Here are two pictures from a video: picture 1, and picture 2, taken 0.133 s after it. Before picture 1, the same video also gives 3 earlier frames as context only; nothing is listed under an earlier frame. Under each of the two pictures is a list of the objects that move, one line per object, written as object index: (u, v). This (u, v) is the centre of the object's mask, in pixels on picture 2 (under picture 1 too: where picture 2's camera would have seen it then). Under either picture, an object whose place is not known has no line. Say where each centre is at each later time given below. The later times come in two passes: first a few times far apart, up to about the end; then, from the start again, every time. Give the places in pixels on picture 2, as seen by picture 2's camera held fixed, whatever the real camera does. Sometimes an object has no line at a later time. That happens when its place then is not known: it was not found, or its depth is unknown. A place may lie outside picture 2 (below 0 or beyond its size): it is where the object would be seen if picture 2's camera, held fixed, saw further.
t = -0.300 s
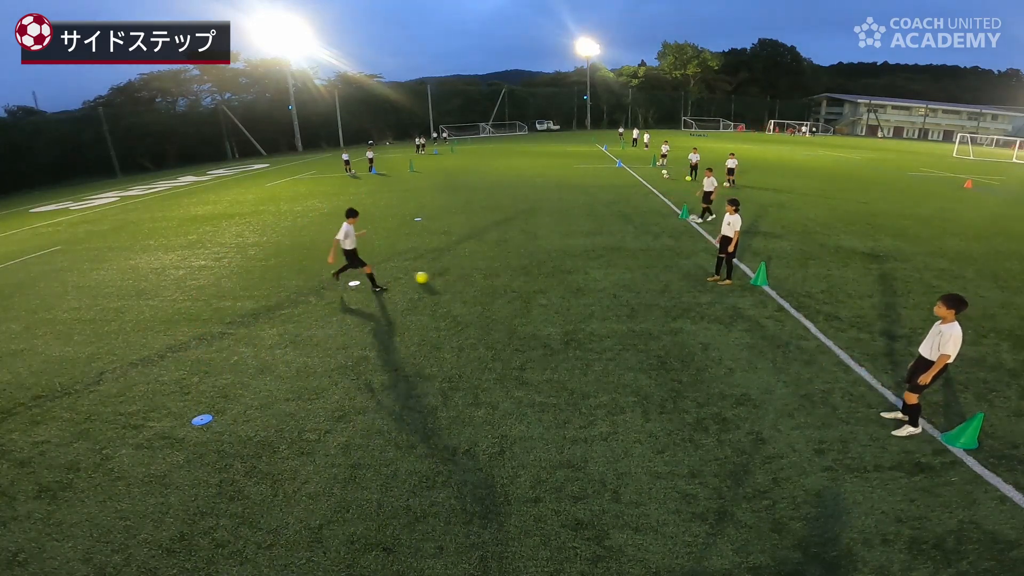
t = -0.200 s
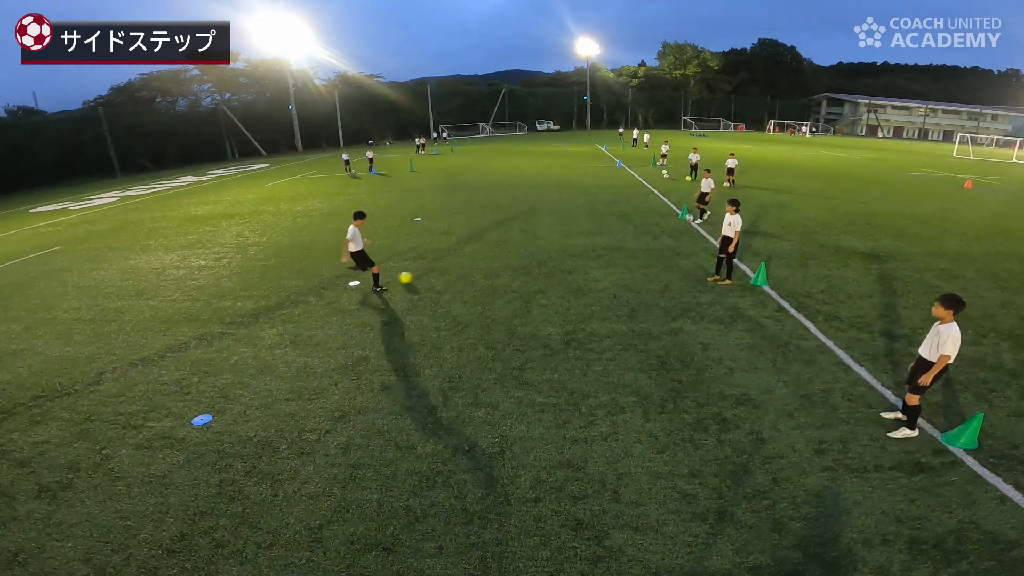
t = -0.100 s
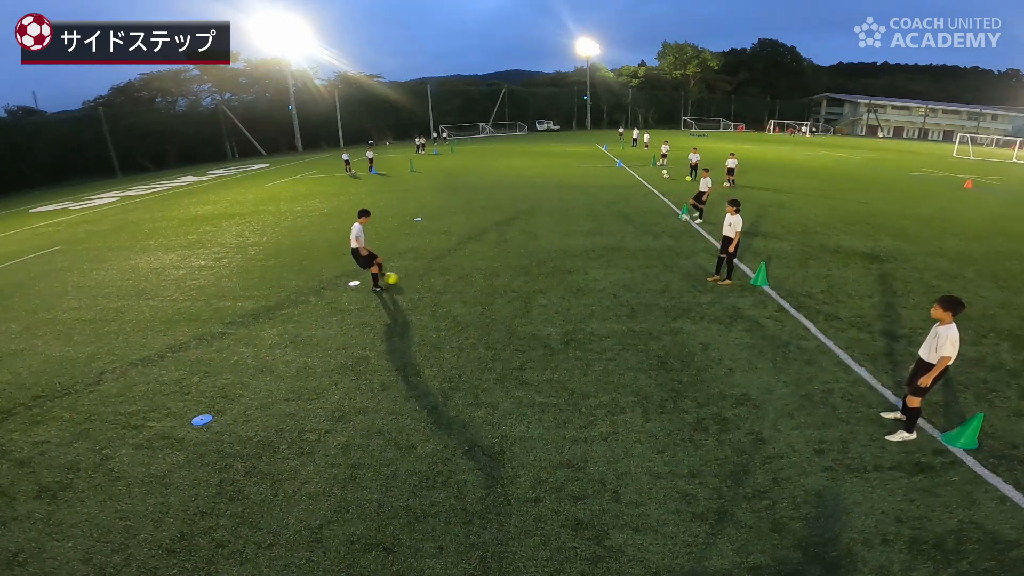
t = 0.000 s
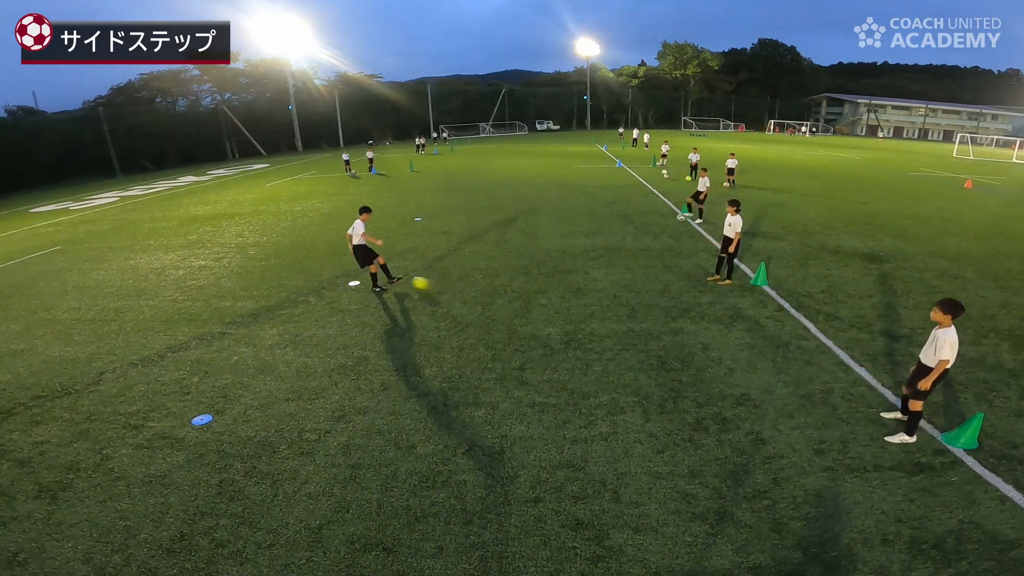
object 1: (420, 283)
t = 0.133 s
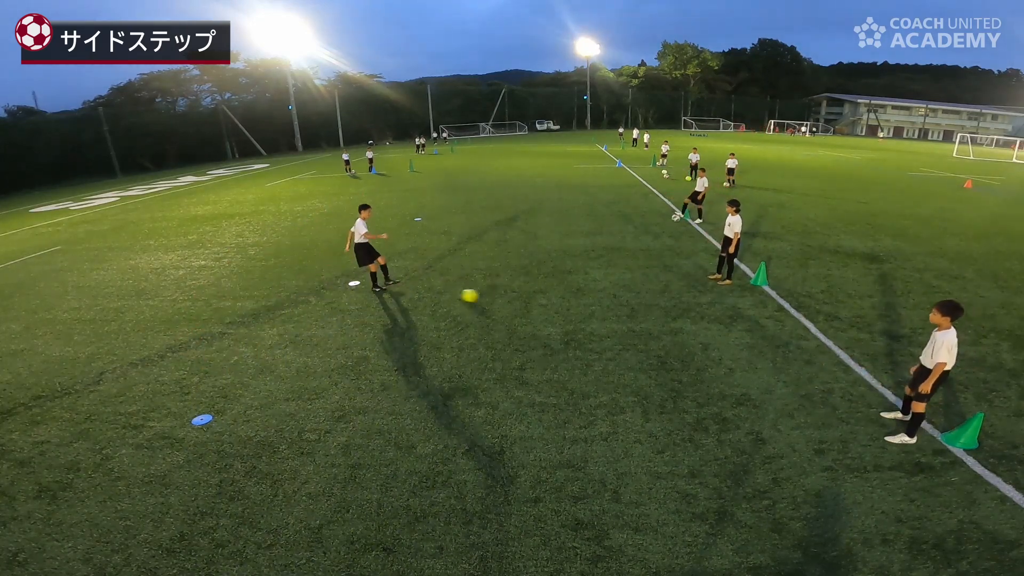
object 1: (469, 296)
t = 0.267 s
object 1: (515, 307)
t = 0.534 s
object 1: (611, 330)
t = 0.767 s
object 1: (705, 351)
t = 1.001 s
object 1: (815, 374)
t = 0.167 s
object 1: (480, 297)
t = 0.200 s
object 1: (491, 300)
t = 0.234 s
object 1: (504, 303)
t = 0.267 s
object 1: (515, 307)
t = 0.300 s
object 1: (527, 311)
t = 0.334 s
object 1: (539, 312)
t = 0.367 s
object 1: (549, 313)
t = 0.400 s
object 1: (561, 315)
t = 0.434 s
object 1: (574, 318)
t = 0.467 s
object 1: (585, 322)
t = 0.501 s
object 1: (597, 327)
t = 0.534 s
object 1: (611, 330)
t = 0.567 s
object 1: (622, 331)
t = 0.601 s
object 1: (635, 334)
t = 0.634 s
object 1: (650, 337)
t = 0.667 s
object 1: (662, 342)
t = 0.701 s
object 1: (676, 345)
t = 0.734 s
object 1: (691, 348)
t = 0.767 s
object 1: (705, 351)
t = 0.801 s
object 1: (719, 355)
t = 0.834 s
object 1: (735, 358)
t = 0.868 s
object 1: (750, 361)
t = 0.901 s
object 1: (765, 365)
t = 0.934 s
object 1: (782, 368)
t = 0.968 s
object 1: (797, 371)
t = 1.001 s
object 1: (815, 374)
